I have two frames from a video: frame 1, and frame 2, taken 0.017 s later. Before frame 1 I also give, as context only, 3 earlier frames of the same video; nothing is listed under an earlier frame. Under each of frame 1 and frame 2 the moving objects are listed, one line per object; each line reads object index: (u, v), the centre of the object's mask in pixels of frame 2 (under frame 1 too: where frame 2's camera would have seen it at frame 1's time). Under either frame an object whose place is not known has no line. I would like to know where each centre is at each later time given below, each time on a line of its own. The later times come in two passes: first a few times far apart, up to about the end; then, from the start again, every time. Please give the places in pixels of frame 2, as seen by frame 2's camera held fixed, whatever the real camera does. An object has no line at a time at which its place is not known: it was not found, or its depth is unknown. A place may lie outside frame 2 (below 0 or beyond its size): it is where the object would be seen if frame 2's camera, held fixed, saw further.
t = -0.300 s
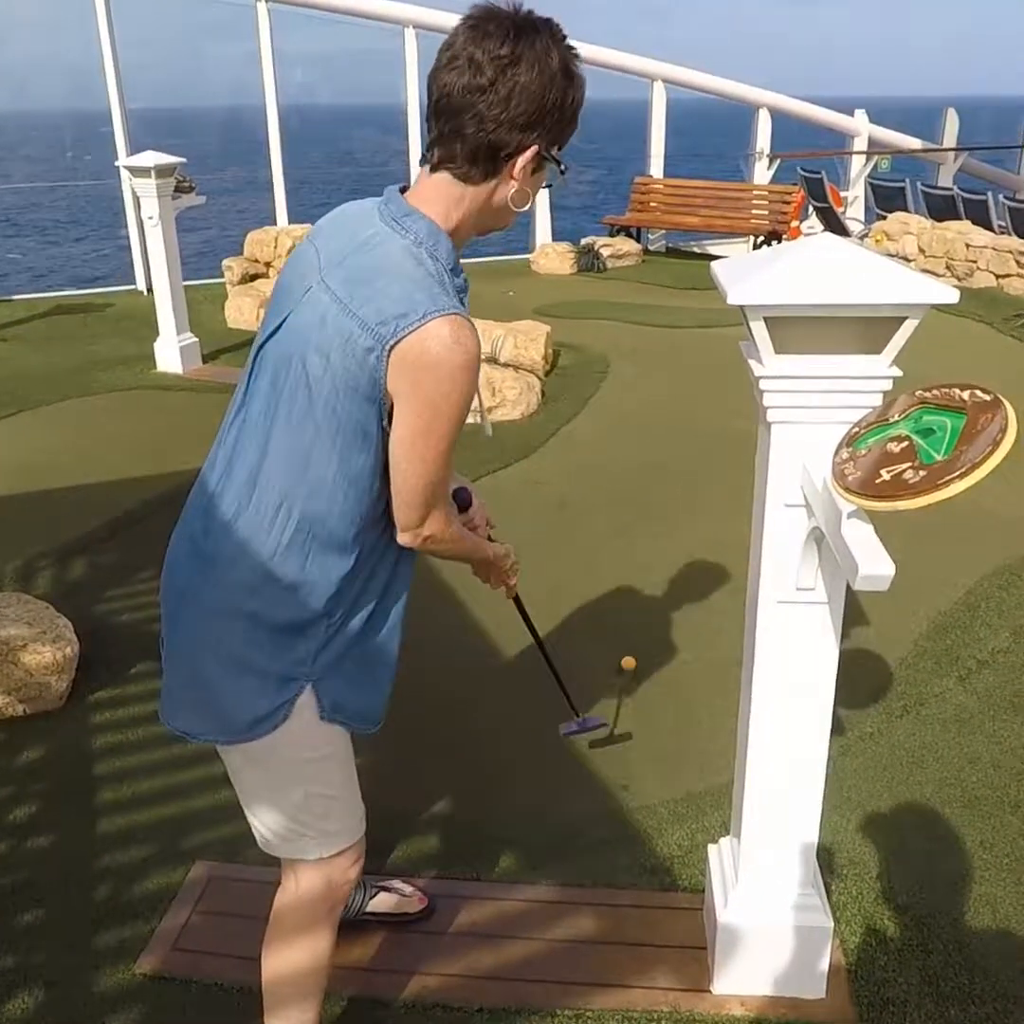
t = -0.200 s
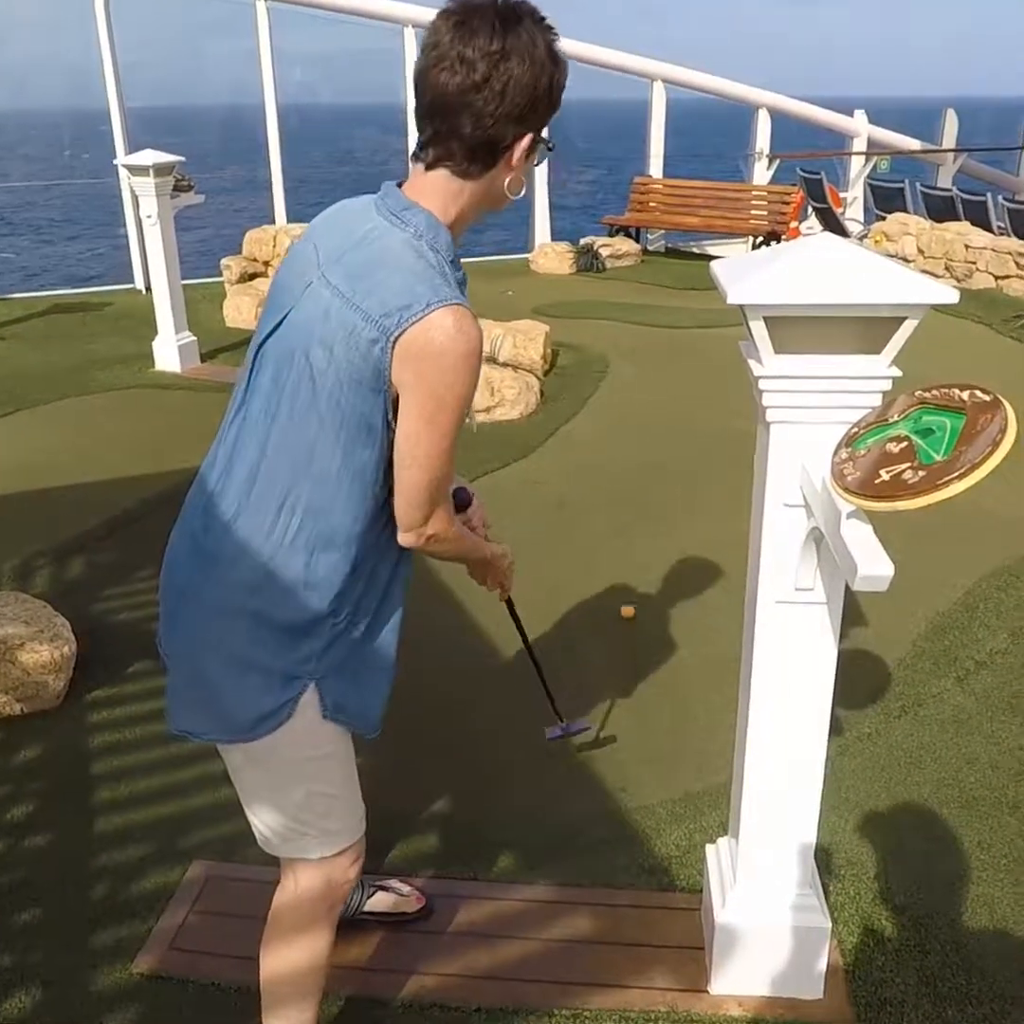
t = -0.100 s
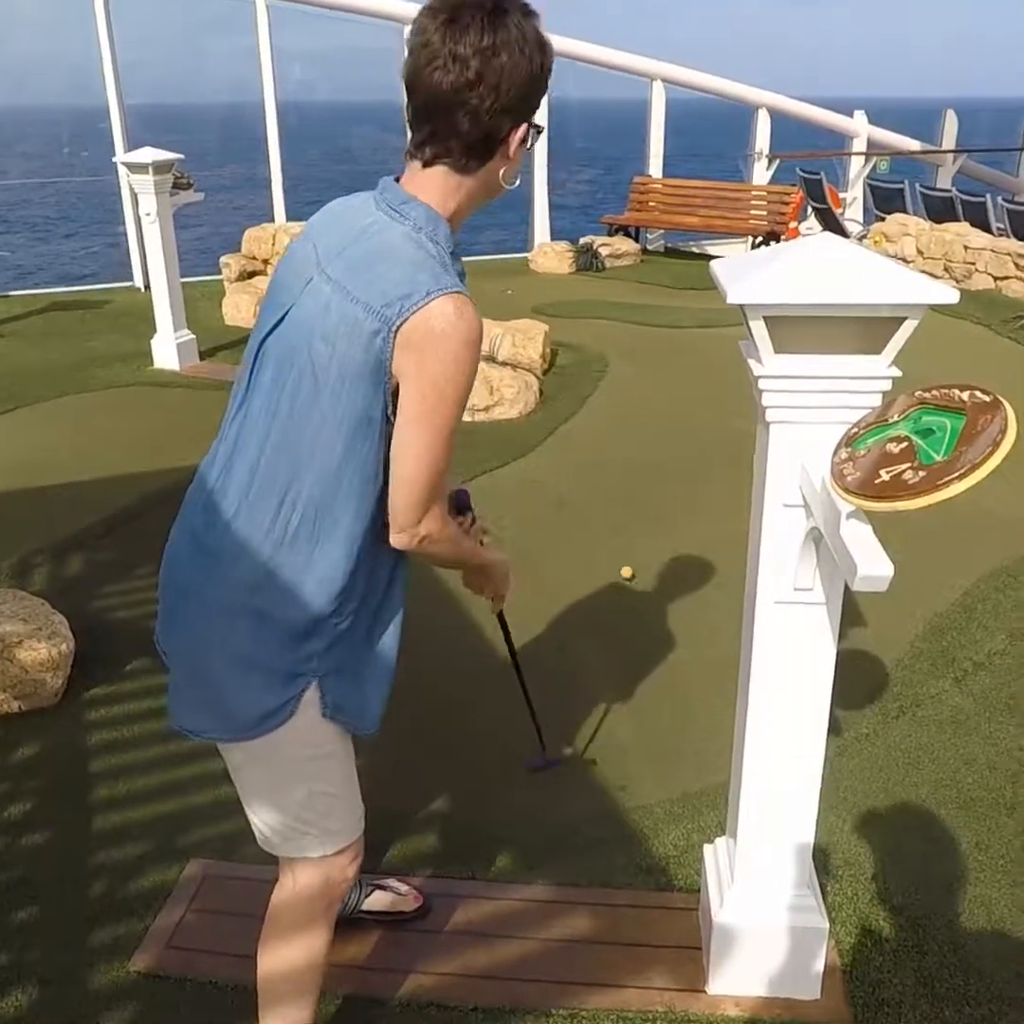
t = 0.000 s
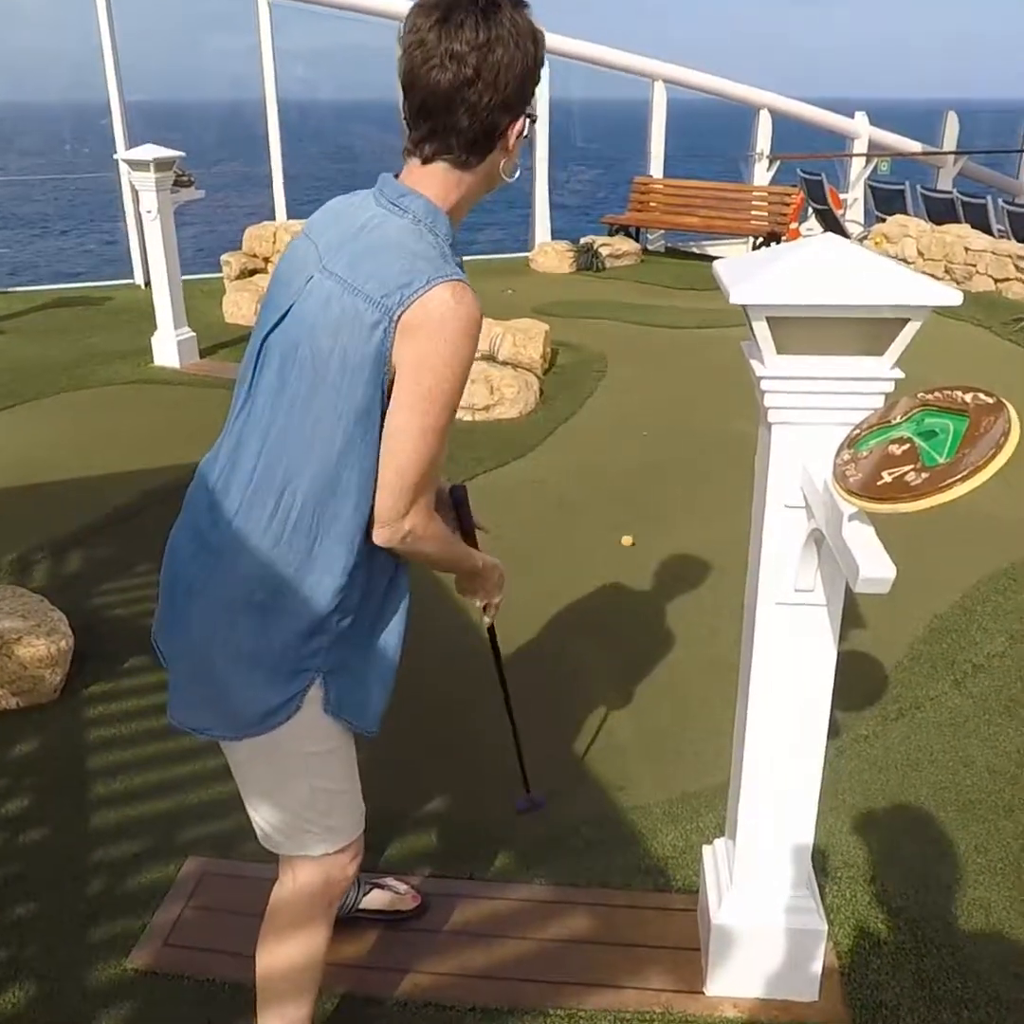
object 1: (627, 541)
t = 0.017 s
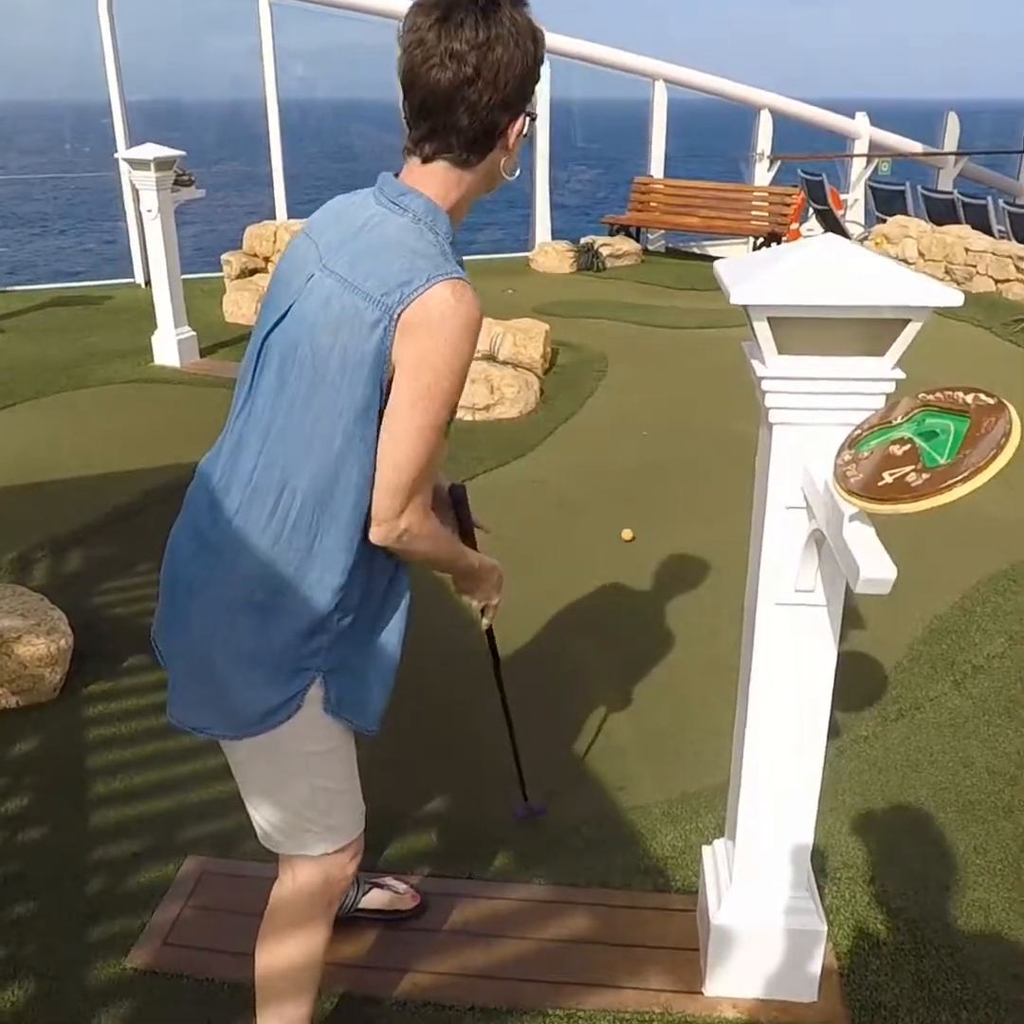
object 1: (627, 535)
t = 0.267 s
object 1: (632, 468)
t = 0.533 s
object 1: (642, 417)
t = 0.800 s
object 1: (649, 384)
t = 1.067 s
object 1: (657, 362)
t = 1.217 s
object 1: (661, 352)
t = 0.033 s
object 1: (627, 530)
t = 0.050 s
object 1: (628, 526)
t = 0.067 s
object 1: (627, 522)
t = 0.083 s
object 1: (628, 517)
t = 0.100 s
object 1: (628, 511)
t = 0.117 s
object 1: (629, 506)
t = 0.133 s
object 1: (629, 501)
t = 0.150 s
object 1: (629, 498)
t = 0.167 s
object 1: (630, 493)
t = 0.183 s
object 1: (630, 488)
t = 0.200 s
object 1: (630, 485)
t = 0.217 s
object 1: (631, 480)
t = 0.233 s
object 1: (631, 475)
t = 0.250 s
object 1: (632, 472)
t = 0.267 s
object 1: (632, 468)
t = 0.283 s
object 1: (633, 464)
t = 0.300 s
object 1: (634, 460)
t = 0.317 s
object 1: (634, 457)
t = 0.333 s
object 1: (635, 454)
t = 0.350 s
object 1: (635, 450)
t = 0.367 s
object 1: (636, 447)
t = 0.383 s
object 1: (636, 444)
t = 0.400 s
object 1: (637, 441)
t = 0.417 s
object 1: (638, 437)
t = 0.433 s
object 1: (639, 434)
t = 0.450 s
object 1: (639, 431)
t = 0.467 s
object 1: (640, 429)
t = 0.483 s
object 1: (640, 425)
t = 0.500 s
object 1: (641, 423)
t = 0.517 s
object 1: (641, 420)
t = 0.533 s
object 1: (642, 417)
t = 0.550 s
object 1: (643, 416)
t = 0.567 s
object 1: (643, 412)
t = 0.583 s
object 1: (644, 410)
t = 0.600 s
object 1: (644, 407)
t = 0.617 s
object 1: (644, 405)
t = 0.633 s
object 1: (645, 403)
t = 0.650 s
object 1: (645, 400)
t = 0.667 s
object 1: (646, 398)
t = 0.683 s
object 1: (646, 396)
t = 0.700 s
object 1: (646, 395)
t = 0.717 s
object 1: (647, 393)
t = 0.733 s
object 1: (648, 391)
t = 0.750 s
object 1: (648, 389)
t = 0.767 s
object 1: (649, 388)
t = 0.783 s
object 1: (649, 387)
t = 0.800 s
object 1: (649, 384)
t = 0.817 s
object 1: (650, 383)
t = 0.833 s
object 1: (650, 381)
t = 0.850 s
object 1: (650, 380)
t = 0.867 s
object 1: (651, 379)
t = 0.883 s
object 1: (652, 378)
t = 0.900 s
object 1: (653, 374)
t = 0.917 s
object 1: (653, 373)
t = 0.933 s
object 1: (653, 372)
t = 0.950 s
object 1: (653, 371)
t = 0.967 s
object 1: (654, 370)
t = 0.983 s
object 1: (655, 368)
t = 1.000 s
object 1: (655, 367)
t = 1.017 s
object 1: (656, 366)
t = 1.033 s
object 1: (656, 365)
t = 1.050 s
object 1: (657, 363)
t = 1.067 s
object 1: (657, 362)
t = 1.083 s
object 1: (658, 361)
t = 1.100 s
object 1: (658, 360)
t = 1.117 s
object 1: (658, 359)
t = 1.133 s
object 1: (659, 357)
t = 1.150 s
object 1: (659, 356)
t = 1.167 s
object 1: (660, 354)
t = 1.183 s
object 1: (660, 353)
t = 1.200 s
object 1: (661, 352)
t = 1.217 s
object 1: (661, 352)
